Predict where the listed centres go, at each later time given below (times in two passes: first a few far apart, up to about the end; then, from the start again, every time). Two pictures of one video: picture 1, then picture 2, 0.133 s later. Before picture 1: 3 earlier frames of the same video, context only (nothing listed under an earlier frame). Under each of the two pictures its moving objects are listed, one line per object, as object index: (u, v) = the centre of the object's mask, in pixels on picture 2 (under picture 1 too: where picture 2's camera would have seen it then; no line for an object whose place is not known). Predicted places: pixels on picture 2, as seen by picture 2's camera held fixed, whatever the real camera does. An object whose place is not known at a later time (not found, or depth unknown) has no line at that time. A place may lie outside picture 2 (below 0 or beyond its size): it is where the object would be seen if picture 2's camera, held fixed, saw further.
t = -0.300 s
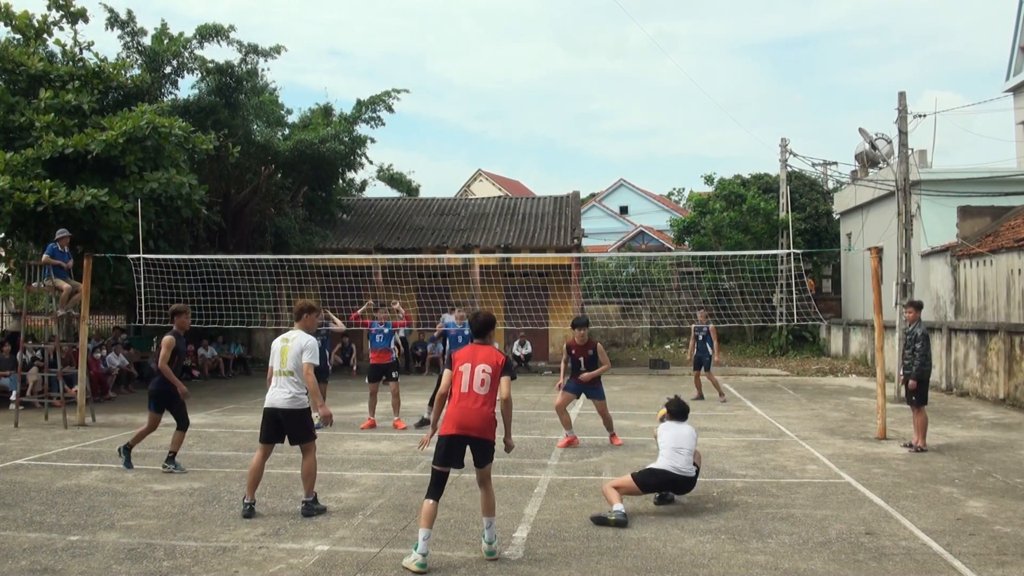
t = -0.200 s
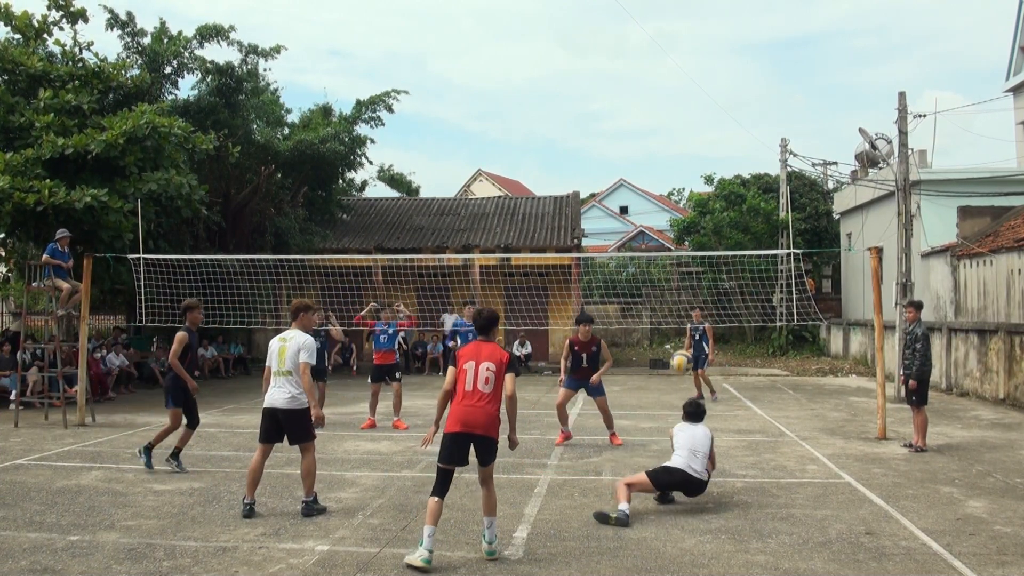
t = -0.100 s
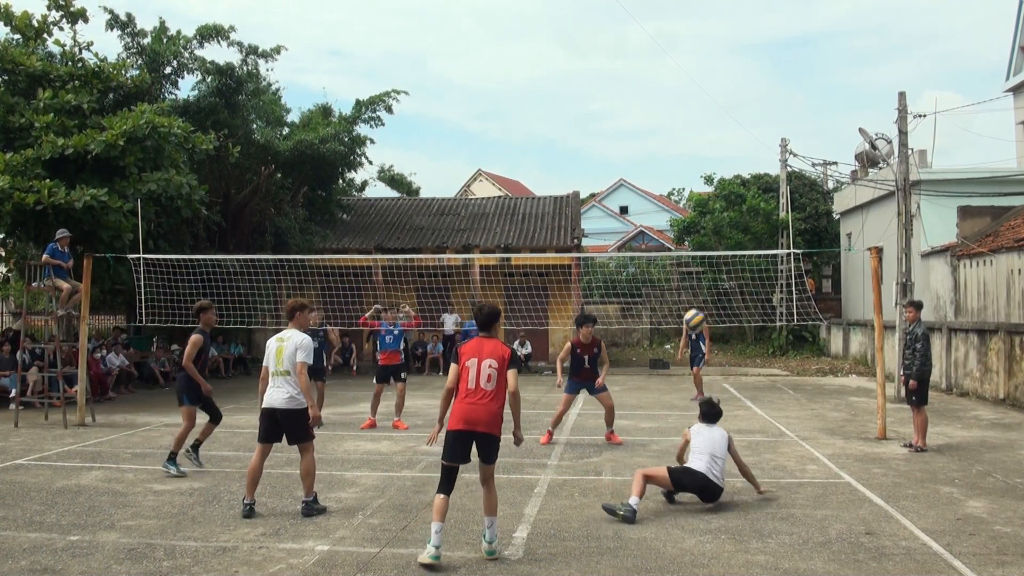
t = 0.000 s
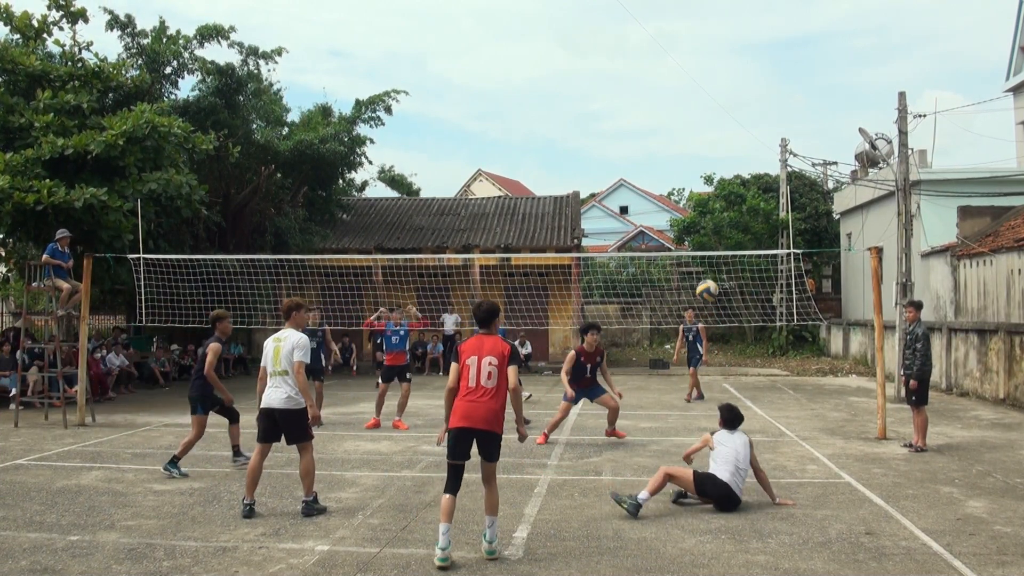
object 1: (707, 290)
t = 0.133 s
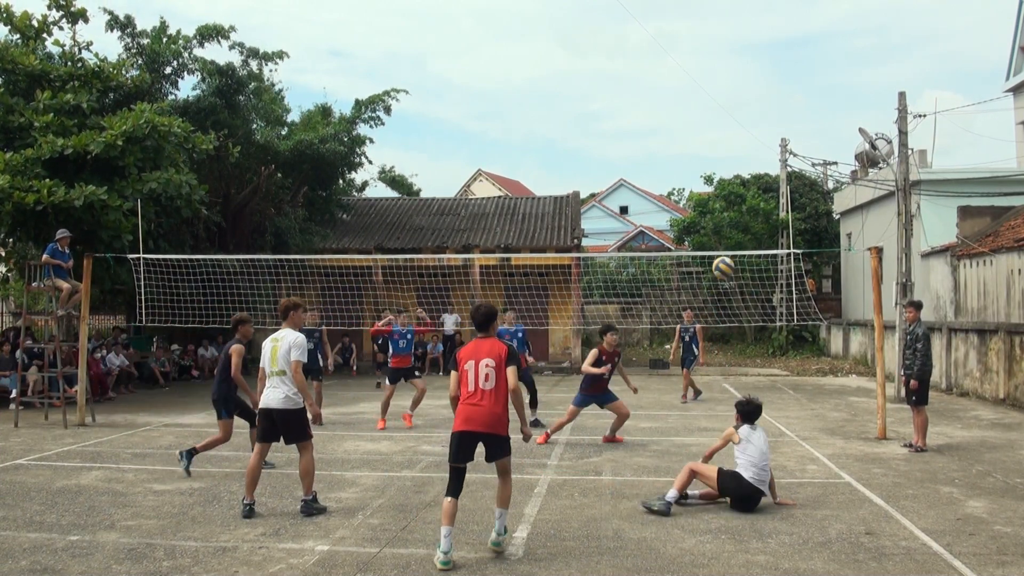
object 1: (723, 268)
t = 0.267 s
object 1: (738, 263)
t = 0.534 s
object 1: (767, 303)
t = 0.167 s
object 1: (727, 264)
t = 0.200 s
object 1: (731, 264)
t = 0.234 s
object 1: (734, 262)
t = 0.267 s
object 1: (738, 263)
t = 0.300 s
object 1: (743, 264)
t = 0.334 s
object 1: (746, 267)
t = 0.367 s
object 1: (749, 270)
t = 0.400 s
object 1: (753, 275)
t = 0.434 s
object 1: (757, 281)
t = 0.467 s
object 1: (761, 287)
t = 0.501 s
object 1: (764, 295)
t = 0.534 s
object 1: (767, 303)
